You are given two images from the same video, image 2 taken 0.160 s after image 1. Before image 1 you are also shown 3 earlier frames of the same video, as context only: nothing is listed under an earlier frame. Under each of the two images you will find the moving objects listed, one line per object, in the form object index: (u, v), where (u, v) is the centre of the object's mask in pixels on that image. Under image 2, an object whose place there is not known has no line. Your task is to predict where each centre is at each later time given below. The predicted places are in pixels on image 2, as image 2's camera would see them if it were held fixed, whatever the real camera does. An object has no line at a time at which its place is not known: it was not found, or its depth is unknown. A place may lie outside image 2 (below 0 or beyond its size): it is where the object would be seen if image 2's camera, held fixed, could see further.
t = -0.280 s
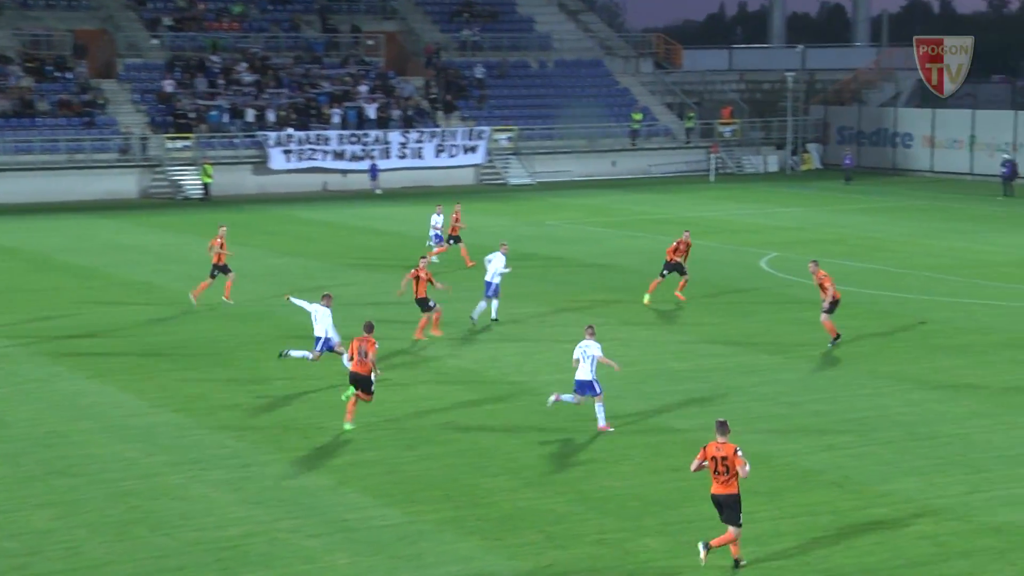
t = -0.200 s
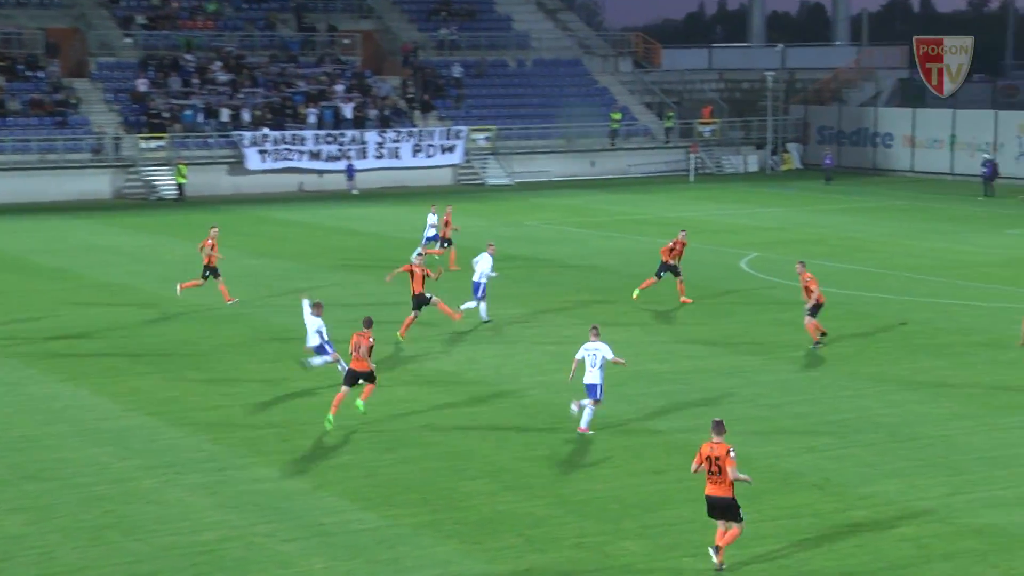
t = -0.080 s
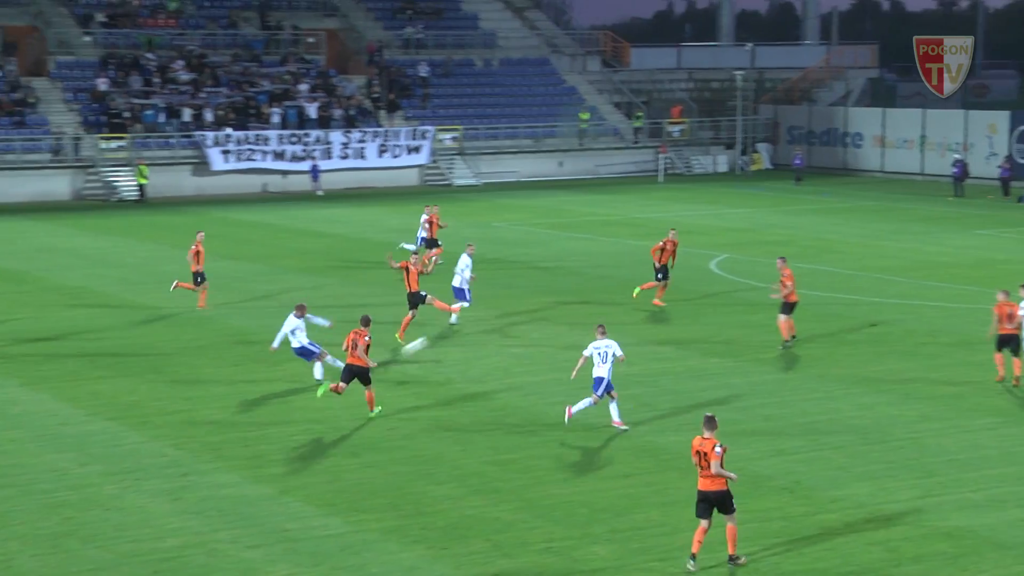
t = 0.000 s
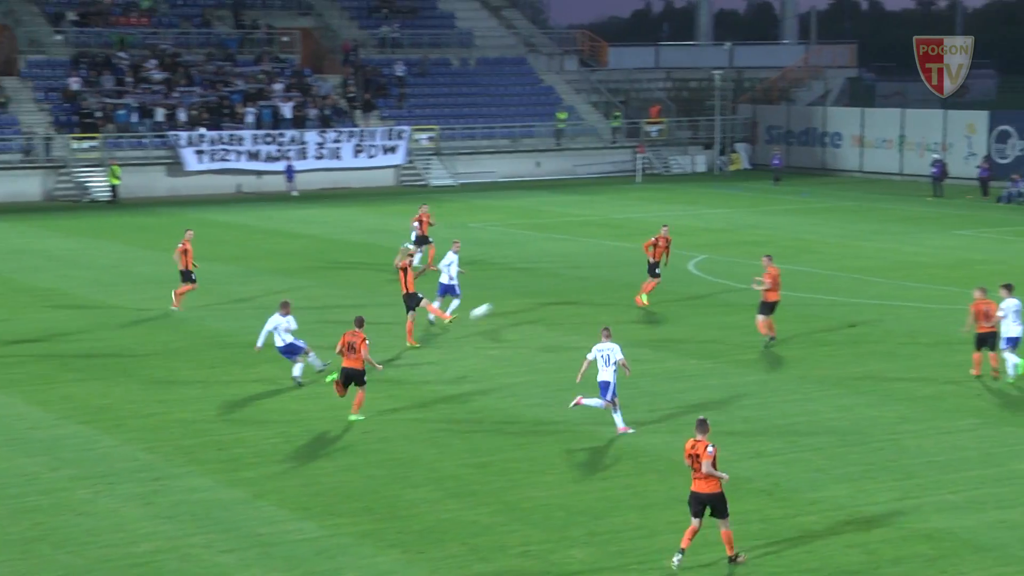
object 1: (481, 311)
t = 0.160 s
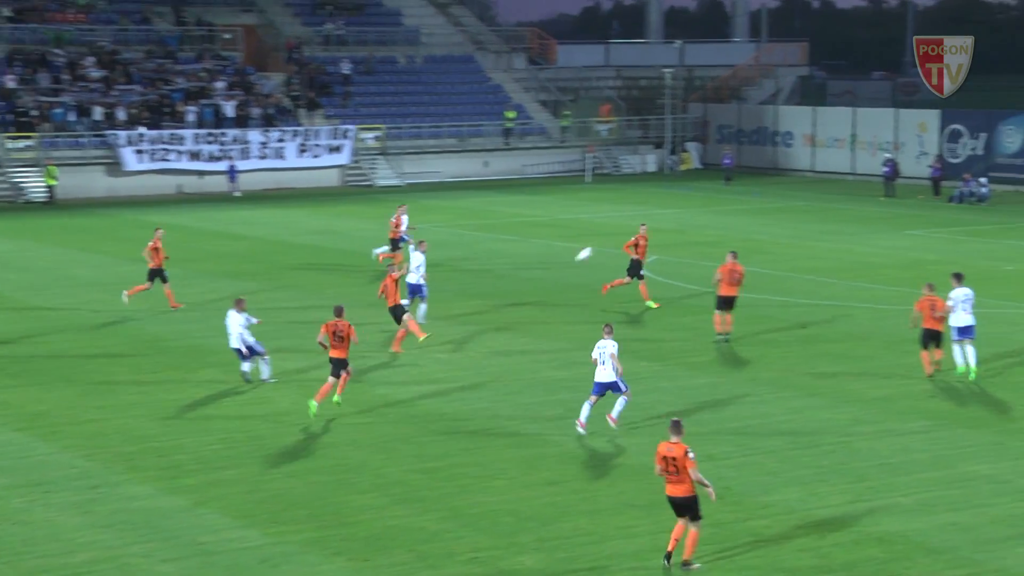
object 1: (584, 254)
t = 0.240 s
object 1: (648, 232)
